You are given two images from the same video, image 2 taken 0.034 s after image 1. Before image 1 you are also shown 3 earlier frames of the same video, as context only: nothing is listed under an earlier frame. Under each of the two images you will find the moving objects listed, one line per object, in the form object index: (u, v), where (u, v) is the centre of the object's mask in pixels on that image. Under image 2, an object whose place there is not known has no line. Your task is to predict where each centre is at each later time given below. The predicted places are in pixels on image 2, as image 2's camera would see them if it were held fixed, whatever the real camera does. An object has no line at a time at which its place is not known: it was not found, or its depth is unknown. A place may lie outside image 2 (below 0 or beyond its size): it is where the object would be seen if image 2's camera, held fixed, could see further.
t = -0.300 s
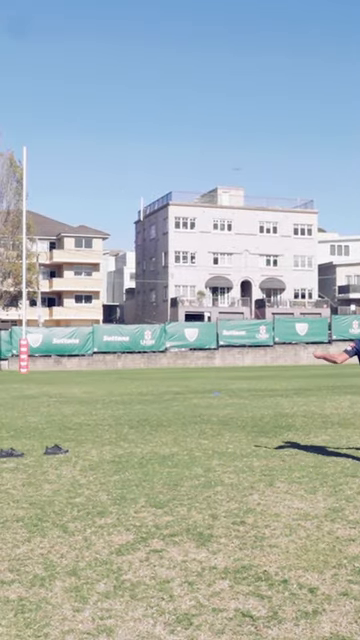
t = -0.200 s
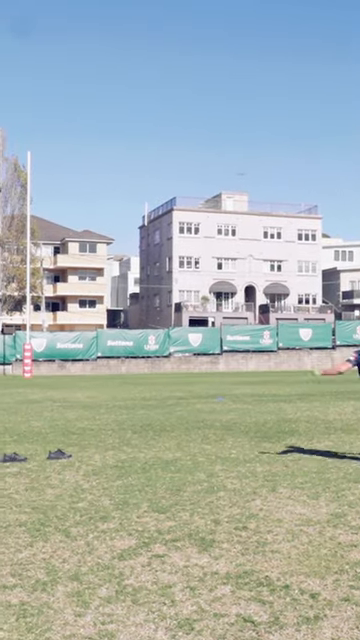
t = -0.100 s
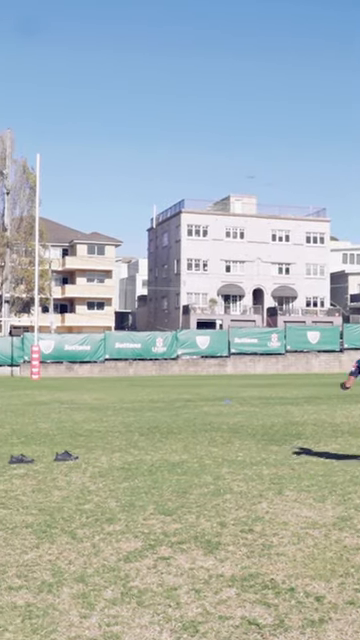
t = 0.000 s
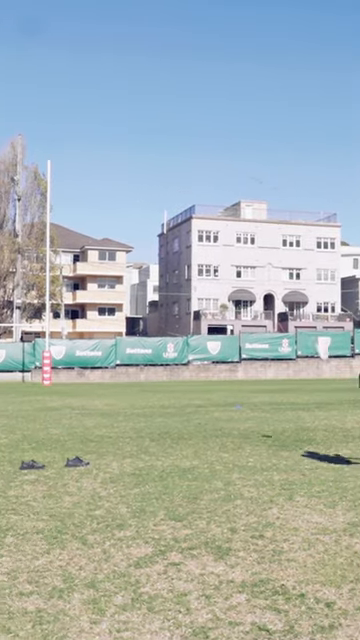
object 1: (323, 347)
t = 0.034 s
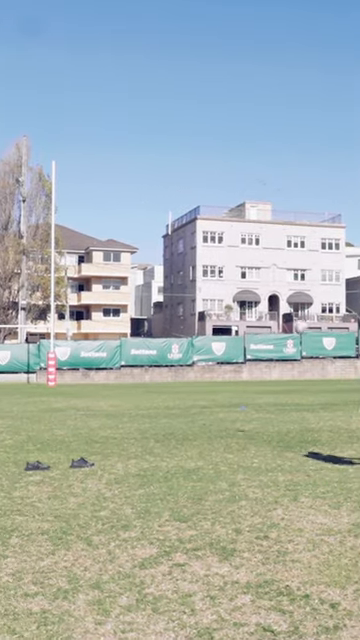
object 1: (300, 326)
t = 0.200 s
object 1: (196, 230)
